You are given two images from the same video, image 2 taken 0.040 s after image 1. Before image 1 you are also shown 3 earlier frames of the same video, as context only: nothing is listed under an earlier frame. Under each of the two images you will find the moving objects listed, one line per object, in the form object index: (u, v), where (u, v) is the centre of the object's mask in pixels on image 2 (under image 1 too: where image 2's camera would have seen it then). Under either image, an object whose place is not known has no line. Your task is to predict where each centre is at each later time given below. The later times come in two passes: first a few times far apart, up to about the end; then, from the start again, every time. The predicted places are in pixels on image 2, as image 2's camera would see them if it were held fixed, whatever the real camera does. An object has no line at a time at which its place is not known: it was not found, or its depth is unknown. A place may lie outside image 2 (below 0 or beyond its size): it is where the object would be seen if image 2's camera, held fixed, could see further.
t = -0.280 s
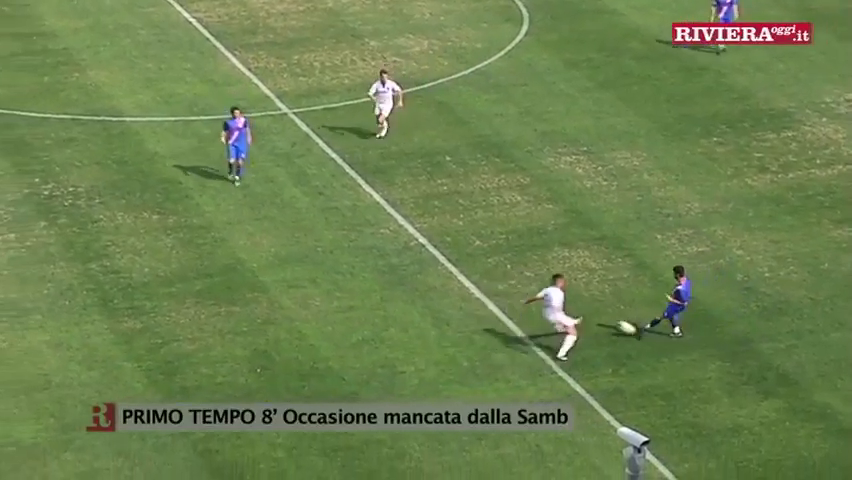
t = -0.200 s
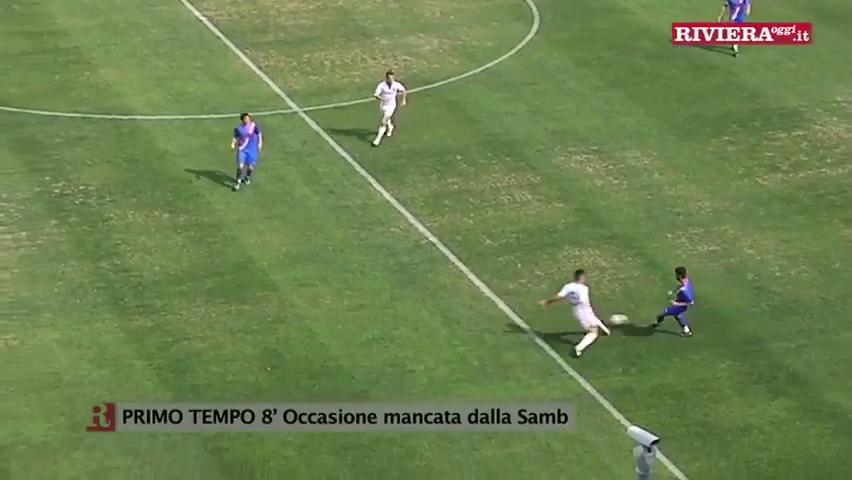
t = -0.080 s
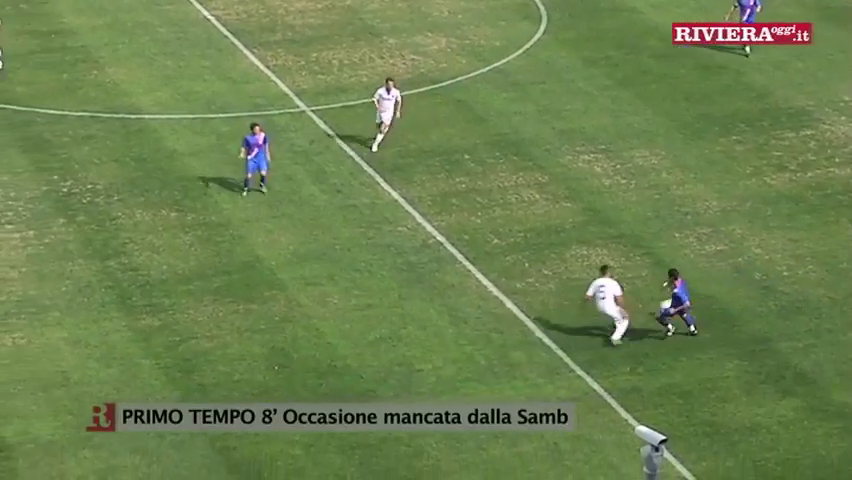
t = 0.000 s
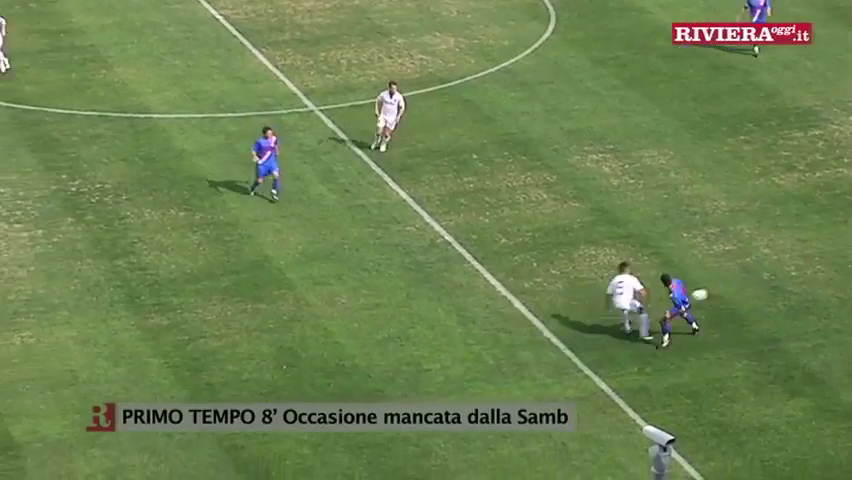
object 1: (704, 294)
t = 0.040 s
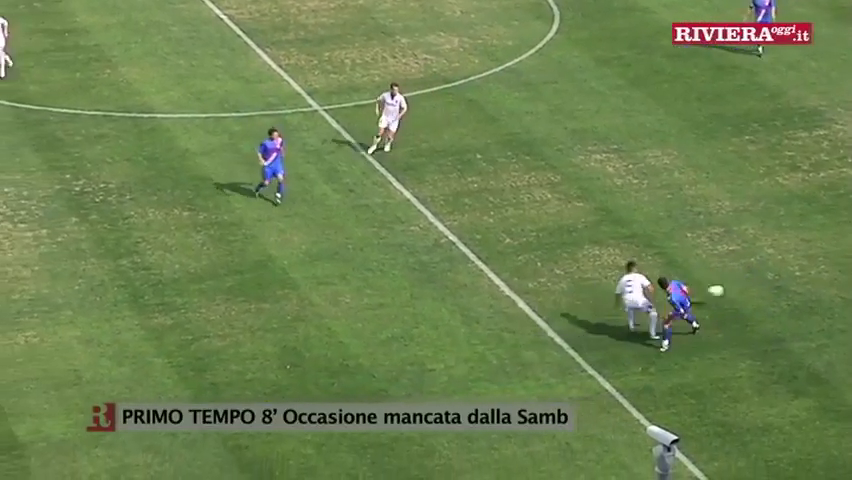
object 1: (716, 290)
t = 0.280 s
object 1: (782, 283)
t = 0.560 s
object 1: (828, 261)
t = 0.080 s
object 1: (727, 287)
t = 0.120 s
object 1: (739, 285)
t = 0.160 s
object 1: (750, 283)
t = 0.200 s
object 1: (761, 282)
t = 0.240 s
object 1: (771, 282)
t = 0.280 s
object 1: (782, 283)
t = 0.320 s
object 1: (791, 281)
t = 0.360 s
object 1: (797, 276)
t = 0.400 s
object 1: (803, 271)
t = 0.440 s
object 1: (810, 268)
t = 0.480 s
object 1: (816, 265)
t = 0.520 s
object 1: (822, 263)
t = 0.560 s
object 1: (828, 261)
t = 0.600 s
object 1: (834, 261)
